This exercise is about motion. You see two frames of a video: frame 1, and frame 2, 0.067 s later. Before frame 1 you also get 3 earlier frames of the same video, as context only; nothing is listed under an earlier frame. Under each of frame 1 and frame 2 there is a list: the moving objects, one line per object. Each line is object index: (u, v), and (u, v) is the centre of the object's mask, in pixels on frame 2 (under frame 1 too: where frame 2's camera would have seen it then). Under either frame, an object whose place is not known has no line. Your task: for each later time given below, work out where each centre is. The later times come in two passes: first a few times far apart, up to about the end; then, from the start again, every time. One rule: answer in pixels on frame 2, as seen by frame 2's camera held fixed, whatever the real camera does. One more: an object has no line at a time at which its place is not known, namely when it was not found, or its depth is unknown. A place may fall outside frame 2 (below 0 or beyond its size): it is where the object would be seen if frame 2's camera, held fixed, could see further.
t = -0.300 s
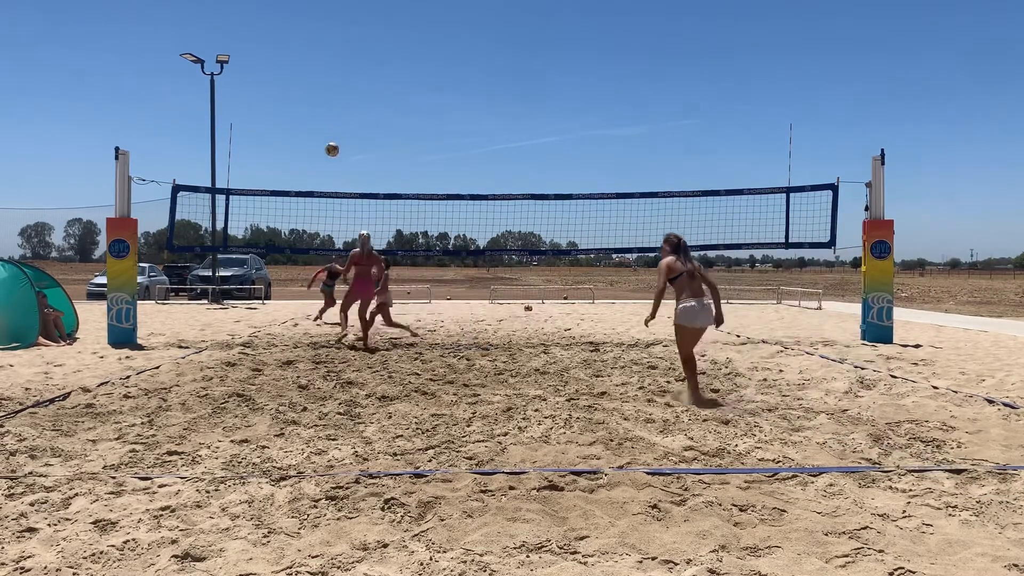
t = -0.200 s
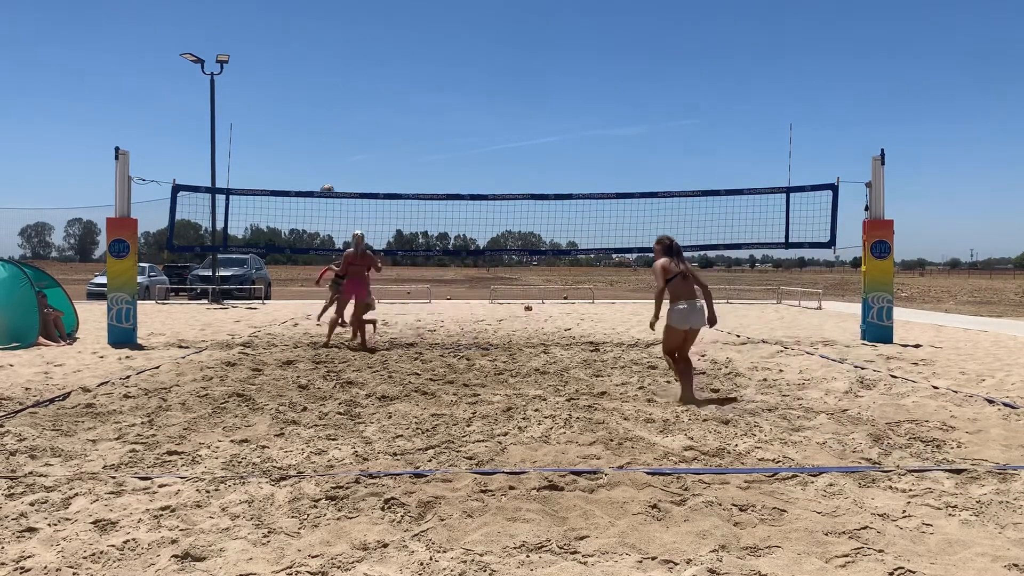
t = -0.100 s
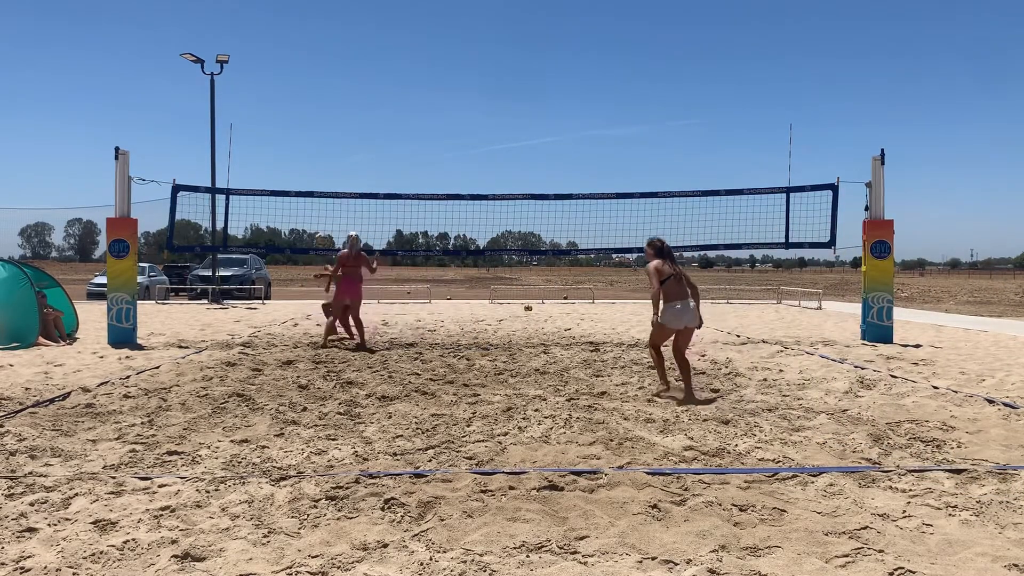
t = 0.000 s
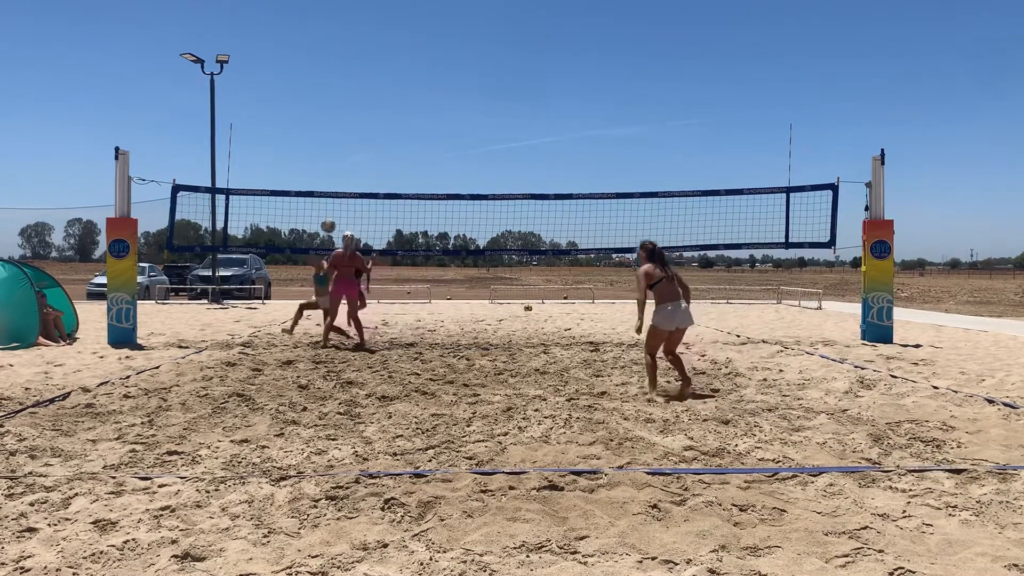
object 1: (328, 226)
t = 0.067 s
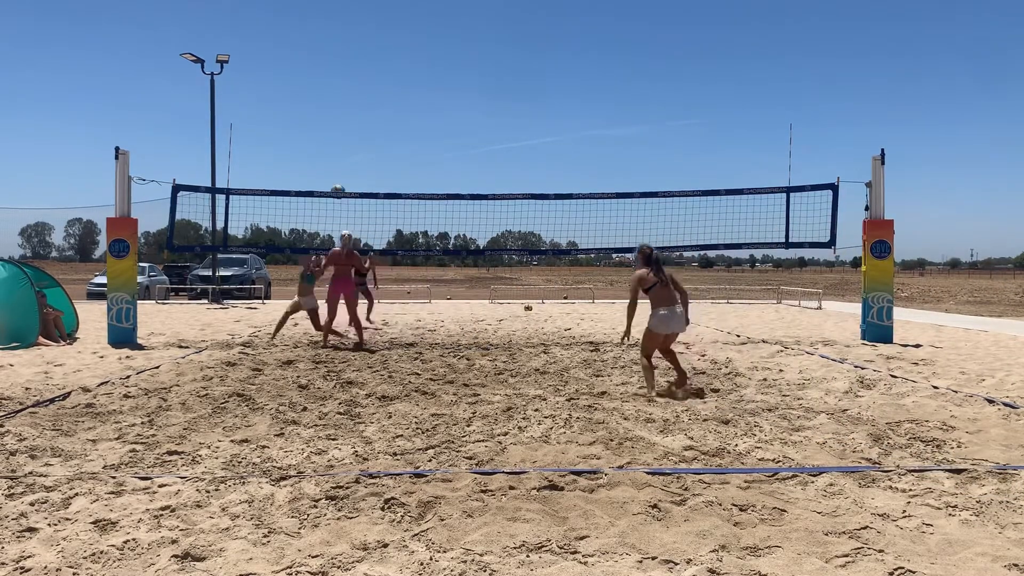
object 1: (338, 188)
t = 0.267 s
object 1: (366, 109)
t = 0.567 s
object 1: (409, 37)
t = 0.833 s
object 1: (447, 25)
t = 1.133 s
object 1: (486, 69)
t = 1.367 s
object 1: (514, 143)
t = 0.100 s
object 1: (342, 176)
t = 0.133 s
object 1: (347, 161)
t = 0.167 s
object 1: (352, 147)
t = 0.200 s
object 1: (357, 133)
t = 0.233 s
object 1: (362, 121)
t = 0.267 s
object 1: (366, 109)
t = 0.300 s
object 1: (371, 98)
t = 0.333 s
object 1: (376, 87)
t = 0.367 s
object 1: (381, 78)
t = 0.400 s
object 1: (386, 69)
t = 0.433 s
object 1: (391, 61)
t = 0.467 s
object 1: (395, 54)
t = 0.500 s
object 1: (400, 47)
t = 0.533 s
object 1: (405, 42)
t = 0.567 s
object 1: (409, 37)
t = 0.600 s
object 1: (414, 33)
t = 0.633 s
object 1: (419, 29)
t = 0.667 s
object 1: (424, 27)
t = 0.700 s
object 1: (428, 25)
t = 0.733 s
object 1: (433, 24)
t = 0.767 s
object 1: (438, 23)
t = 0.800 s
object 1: (442, 24)
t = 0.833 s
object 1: (447, 25)
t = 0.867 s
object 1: (452, 27)
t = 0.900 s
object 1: (456, 30)
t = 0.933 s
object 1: (460, 33)
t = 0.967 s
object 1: (465, 38)
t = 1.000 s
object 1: (469, 42)
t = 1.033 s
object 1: (474, 48)
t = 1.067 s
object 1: (478, 55)
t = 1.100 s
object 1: (482, 62)
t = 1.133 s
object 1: (486, 69)
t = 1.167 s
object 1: (491, 78)
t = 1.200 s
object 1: (495, 87)
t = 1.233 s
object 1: (499, 97)
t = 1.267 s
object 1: (503, 108)
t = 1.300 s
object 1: (506, 119)
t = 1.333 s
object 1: (510, 131)
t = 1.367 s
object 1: (514, 143)
